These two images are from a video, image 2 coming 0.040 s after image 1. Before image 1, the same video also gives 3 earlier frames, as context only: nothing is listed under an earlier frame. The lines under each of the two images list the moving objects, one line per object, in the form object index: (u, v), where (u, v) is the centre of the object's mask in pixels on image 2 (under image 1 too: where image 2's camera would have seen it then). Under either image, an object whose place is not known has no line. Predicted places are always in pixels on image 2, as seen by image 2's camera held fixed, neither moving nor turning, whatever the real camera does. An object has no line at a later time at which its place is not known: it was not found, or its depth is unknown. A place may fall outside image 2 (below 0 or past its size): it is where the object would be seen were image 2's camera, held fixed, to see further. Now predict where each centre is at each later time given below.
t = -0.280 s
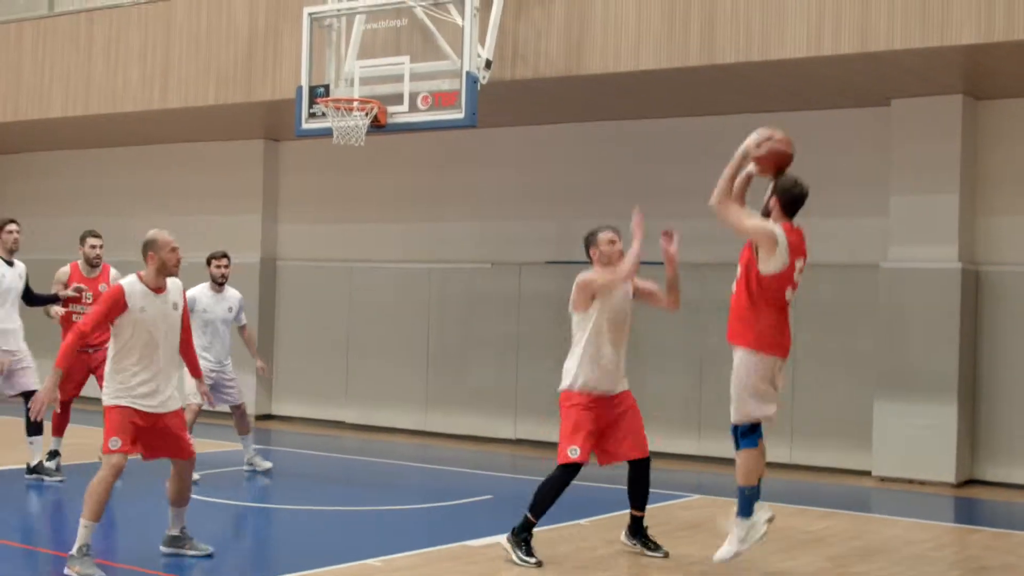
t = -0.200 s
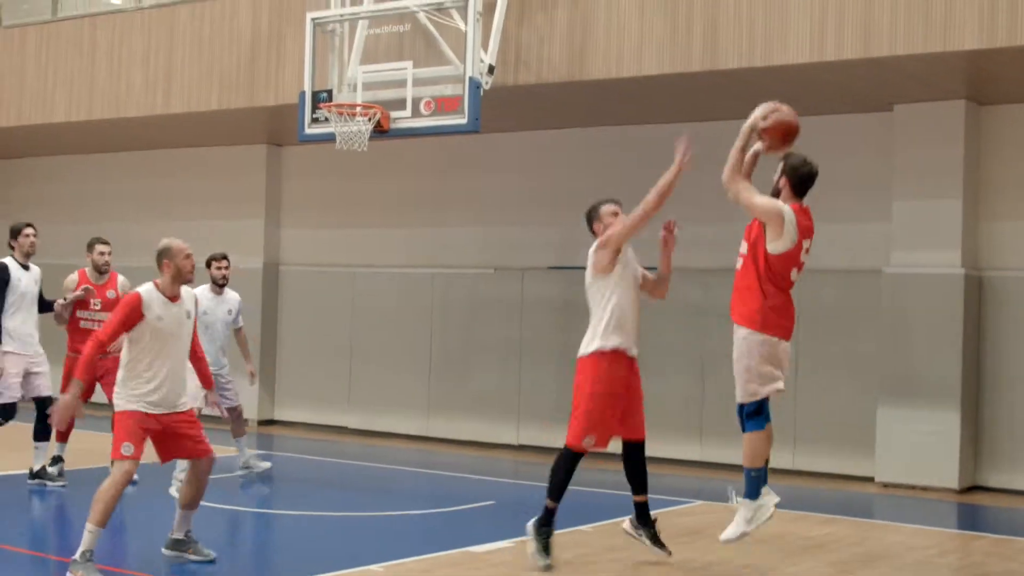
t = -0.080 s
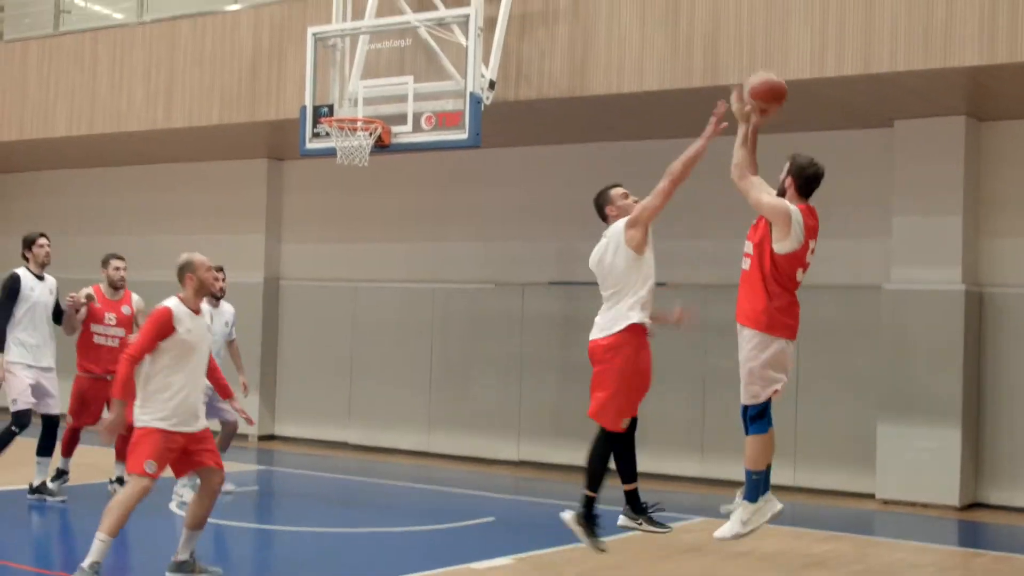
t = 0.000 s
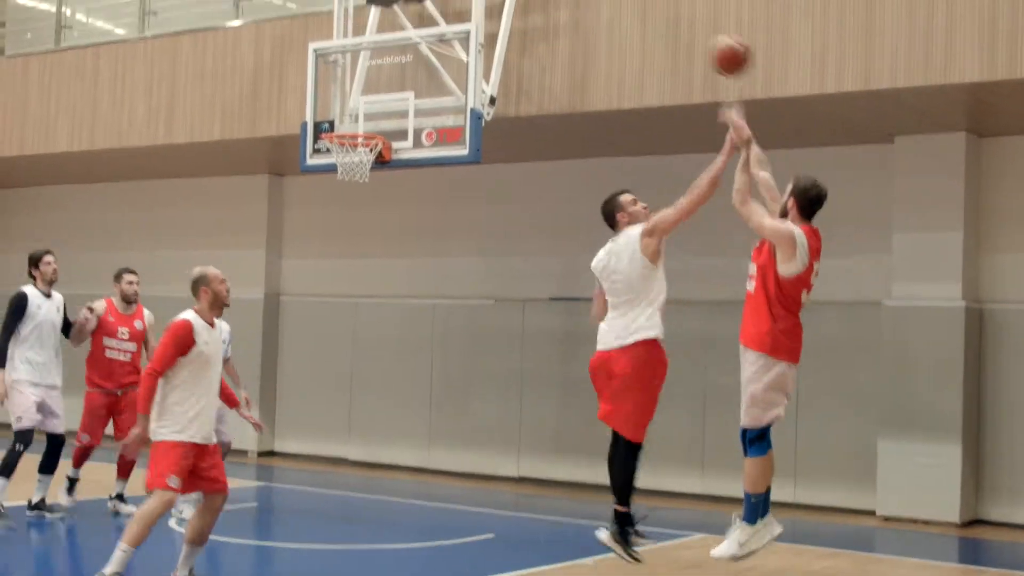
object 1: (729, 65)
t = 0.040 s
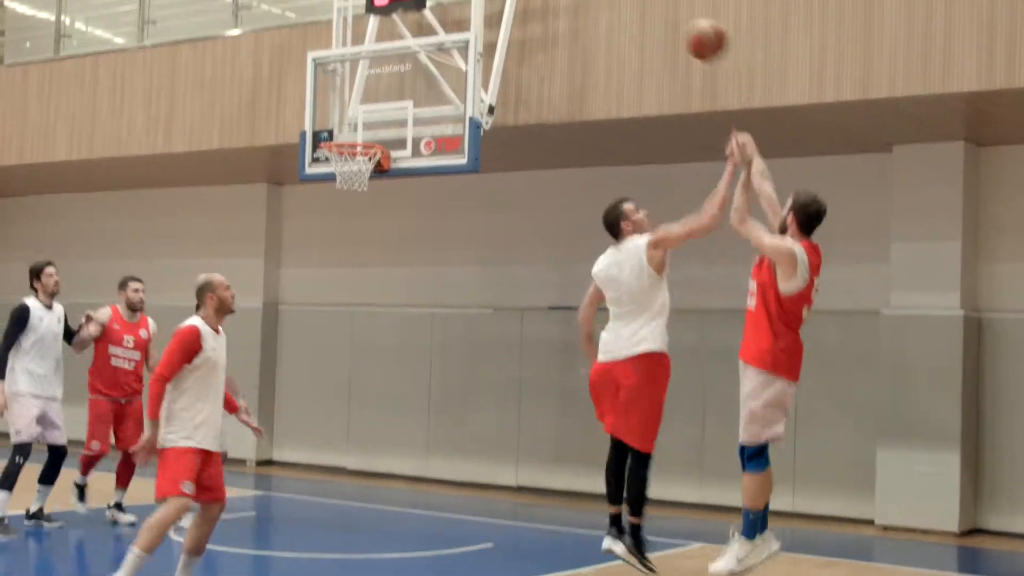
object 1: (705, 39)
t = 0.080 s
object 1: (684, 18)
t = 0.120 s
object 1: (662, -1)
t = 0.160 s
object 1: (643, -14)
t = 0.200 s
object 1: (623, -24)
